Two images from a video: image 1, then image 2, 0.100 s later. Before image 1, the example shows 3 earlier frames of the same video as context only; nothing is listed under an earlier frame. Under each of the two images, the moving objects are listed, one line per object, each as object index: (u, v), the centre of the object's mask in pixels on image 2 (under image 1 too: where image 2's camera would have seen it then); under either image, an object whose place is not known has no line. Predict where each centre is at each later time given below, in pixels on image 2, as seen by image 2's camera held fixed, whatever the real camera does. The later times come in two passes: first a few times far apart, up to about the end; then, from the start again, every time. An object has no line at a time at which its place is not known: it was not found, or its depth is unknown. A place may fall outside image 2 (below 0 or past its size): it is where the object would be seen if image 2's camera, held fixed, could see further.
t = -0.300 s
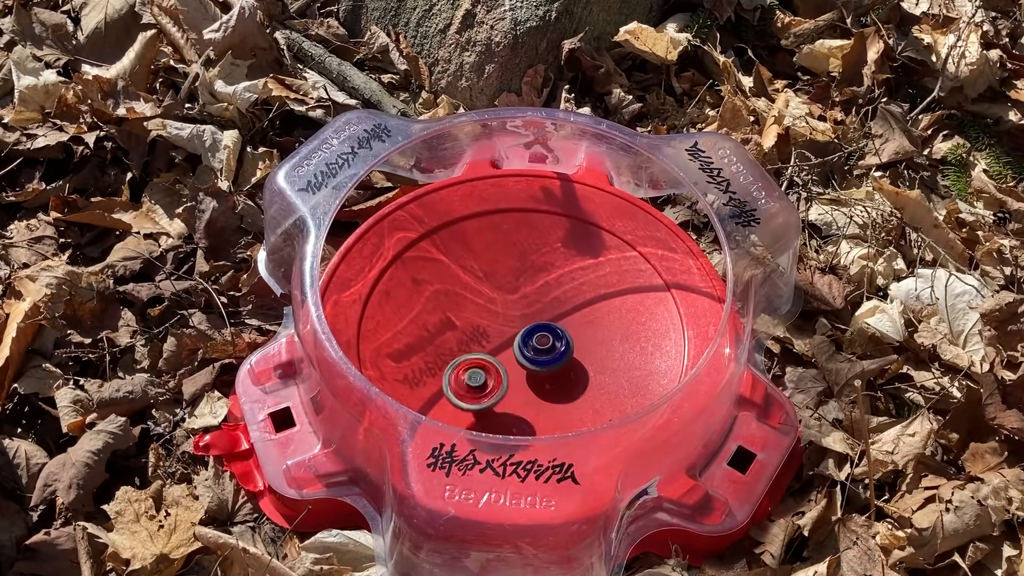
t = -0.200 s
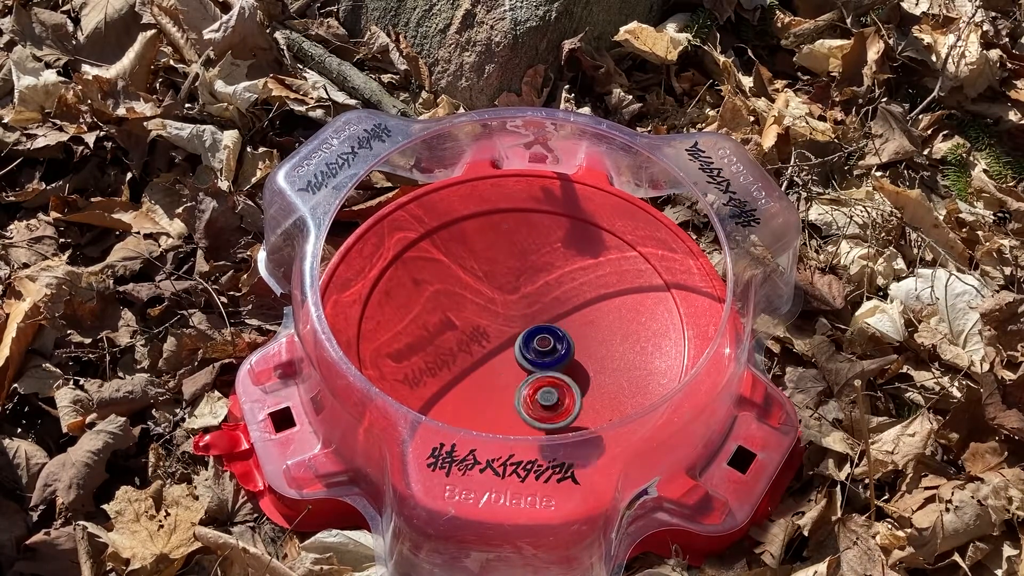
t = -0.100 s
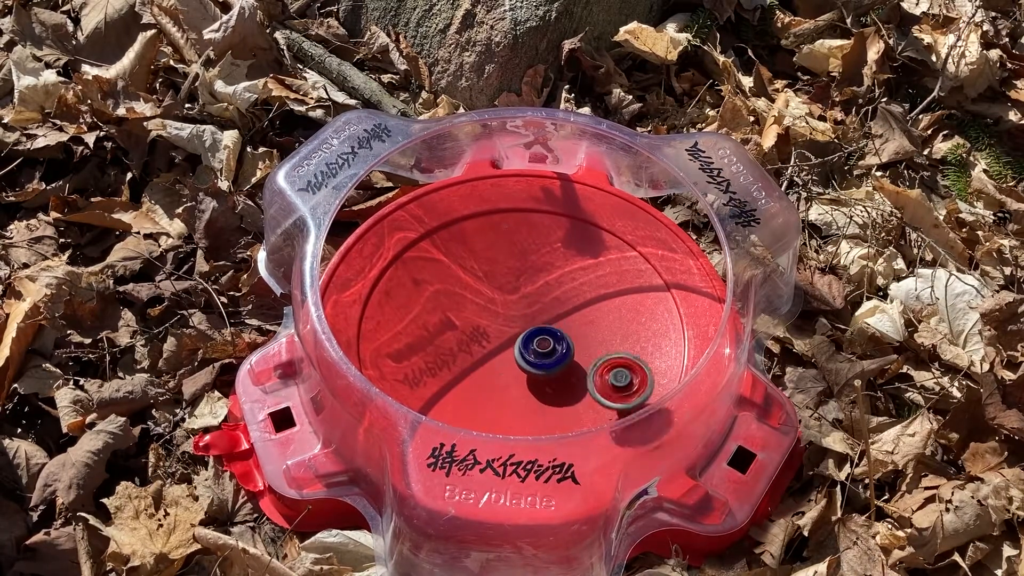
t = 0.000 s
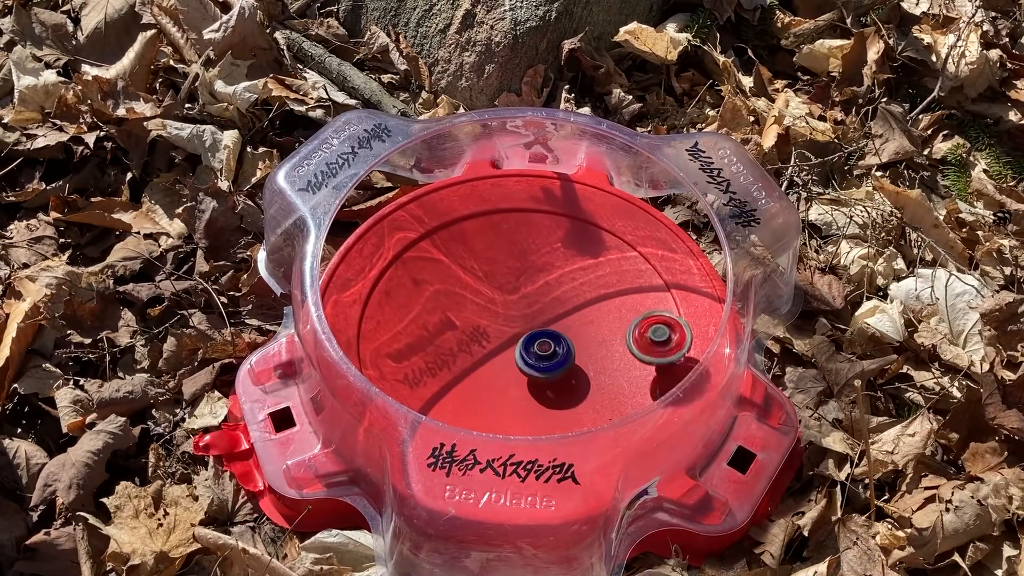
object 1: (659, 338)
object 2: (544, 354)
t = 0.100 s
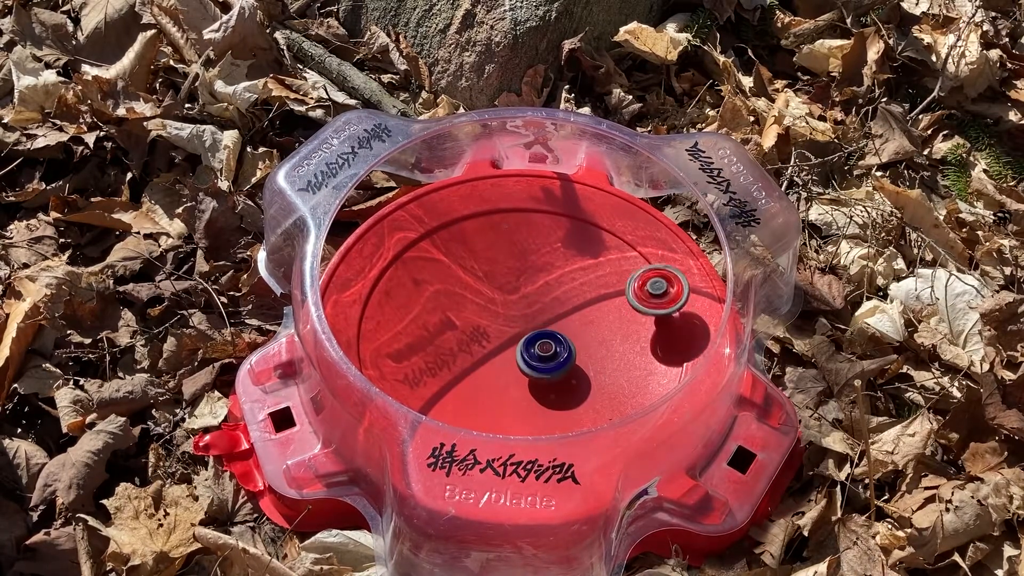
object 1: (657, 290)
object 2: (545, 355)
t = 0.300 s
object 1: (575, 242)
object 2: (545, 355)
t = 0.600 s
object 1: (444, 349)
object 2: (534, 353)
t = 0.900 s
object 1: (597, 424)
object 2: (522, 355)
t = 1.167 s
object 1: (627, 312)
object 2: (515, 358)
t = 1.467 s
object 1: (445, 293)
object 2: (512, 358)
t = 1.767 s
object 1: (464, 415)
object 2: (508, 353)
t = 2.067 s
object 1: (602, 352)
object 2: (506, 346)
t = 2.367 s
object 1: (481, 248)
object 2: (504, 341)
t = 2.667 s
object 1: (409, 341)
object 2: (504, 336)
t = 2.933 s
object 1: (542, 375)
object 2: (504, 332)
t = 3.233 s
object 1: (567, 259)
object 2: (509, 329)
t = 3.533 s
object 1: (466, 279)
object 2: (516, 325)
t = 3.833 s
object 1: (542, 368)
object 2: (520, 323)
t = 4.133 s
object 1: (602, 298)
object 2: (529, 322)
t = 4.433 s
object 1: (493, 296)
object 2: (535, 332)
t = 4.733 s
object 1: (531, 388)
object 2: (540, 334)
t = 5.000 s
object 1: (599, 332)
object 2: (542, 336)
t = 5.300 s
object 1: (491, 291)
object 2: (536, 347)
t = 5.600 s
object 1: (485, 382)
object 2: (541, 353)
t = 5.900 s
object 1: (590, 350)
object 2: (528, 342)
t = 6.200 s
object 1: (514, 285)
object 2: (512, 345)
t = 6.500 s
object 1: (467, 354)
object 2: (514, 347)
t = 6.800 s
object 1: (558, 369)
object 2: (510, 344)
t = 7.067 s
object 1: (548, 300)
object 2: (514, 341)
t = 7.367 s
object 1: (467, 314)
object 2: (514, 336)
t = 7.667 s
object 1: (507, 363)
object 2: (514, 324)
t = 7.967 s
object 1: (559, 318)
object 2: (509, 330)
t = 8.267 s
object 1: (519, 280)
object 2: (516, 337)
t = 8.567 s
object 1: (477, 312)
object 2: (540, 346)
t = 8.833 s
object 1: (502, 350)
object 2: (556, 342)
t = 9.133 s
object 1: (547, 352)
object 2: (562, 317)
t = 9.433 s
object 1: (561, 390)
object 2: (542, 317)
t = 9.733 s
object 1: (560, 367)
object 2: (521, 332)
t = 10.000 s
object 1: (556, 380)
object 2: (477, 318)
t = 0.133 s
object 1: (649, 277)
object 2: (545, 356)
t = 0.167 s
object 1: (638, 266)
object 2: (545, 356)
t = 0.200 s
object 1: (624, 257)
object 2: (545, 356)
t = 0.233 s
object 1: (610, 250)
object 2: (545, 355)
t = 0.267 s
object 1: (593, 245)
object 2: (545, 355)
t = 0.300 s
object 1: (575, 242)
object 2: (545, 355)
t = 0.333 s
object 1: (556, 242)
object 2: (544, 354)
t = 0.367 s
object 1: (535, 244)
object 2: (544, 354)
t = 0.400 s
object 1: (514, 250)
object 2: (543, 354)
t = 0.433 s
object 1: (494, 260)
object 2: (541, 354)
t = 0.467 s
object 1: (477, 274)
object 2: (540, 353)
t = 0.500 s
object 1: (462, 290)
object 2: (538, 353)
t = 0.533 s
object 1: (451, 309)
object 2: (537, 353)
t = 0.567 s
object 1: (445, 329)
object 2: (536, 353)
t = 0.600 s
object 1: (444, 349)
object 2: (534, 353)
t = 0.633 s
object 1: (448, 369)
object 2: (533, 353)
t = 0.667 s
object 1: (457, 386)
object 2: (532, 353)
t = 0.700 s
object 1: (471, 402)
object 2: (531, 354)
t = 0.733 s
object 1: (489, 412)
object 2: (529, 354)
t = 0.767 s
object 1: (508, 424)
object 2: (528, 354)
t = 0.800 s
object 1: (531, 430)
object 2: (527, 354)
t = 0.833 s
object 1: (554, 432)
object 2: (525, 354)
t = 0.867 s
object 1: (576, 430)
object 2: (524, 354)
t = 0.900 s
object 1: (597, 424)
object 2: (522, 355)
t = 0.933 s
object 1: (616, 415)
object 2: (521, 355)
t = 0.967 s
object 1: (631, 403)
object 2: (520, 356)
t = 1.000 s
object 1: (642, 388)
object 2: (519, 356)
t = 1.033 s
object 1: (647, 373)
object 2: (518, 357)
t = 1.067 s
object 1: (649, 357)
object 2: (517, 358)
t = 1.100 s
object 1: (646, 341)
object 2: (516, 357)
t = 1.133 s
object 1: (639, 326)
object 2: (516, 358)
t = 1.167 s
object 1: (627, 312)
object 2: (515, 358)
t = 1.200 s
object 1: (612, 299)
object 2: (515, 359)
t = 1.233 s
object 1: (593, 289)
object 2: (514, 359)
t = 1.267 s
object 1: (573, 280)
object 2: (514, 359)
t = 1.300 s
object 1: (551, 274)
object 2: (514, 359)
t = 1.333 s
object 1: (529, 270)
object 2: (514, 359)
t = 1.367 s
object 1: (506, 271)
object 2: (513, 359)
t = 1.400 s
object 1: (485, 275)
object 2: (513, 359)
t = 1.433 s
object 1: (464, 282)
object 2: (513, 359)
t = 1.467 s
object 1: (445, 293)
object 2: (512, 358)
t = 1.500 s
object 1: (429, 306)
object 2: (512, 358)
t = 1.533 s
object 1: (416, 320)
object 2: (512, 358)
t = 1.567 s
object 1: (408, 337)
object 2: (512, 358)
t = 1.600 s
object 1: (404, 354)
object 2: (511, 357)
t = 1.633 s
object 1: (406, 372)
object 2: (510, 356)
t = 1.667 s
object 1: (416, 386)
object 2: (510, 355)
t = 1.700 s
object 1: (429, 398)
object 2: (509, 354)
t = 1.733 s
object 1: (446, 408)
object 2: (509, 354)
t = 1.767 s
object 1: (464, 415)
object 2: (508, 353)
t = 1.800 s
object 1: (486, 420)
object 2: (508, 352)
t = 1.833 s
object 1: (506, 432)
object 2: (508, 351)
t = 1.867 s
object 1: (528, 430)
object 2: (508, 350)
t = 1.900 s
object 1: (548, 423)
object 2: (507, 349)
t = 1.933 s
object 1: (564, 412)
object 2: (507, 348)
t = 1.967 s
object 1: (581, 402)
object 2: (507, 348)
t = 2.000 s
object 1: (592, 387)
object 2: (506, 348)
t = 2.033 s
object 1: (599, 370)
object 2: (506, 347)
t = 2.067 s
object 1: (602, 352)
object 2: (506, 346)
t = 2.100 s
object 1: (600, 335)
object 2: (506, 346)
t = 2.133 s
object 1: (594, 317)
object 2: (505, 345)
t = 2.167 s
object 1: (584, 300)
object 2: (505, 345)
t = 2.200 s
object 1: (570, 285)
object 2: (504, 344)
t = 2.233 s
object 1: (554, 272)
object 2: (504, 344)
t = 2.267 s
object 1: (537, 261)
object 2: (504, 343)
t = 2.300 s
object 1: (518, 253)
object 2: (505, 342)
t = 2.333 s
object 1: (499, 249)
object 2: (505, 342)
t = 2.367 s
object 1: (481, 248)
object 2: (504, 341)
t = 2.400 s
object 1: (463, 250)
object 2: (503, 340)
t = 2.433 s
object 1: (447, 255)
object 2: (504, 340)
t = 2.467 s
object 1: (433, 262)
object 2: (504, 340)
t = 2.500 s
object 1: (420, 272)
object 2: (504, 340)
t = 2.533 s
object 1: (410, 283)
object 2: (504, 339)
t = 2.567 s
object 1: (404, 297)
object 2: (504, 338)
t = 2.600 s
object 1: (401, 311)
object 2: (505, 337)
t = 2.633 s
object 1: (403, 326)
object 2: (505, 337)
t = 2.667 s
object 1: (409, 341)
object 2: (504, 336)
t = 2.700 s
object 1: (418, 354)
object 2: (504, 335)
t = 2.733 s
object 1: (431, 365)
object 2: (504, 335)
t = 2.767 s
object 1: (448, 374)
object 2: (504, 334)
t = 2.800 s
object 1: (466, 381)
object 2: (504, 334)
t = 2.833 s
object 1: (485, 384)
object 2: (504, 333)
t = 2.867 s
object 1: (505, 384)
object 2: (504, 332)
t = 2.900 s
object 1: (524, 381)
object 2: (504, 332)
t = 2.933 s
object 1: (542, 375)
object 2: (504, 332)
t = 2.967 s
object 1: (559, 366)
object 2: (505, 332)
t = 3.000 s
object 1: (572, 355)
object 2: (505, 332)
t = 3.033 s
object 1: (582, 341)
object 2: (506, 332)
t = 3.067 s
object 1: (588, 327)
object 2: (506, 331)
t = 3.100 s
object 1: (591, 311)
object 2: (507, 331)
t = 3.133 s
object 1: (589, 296)
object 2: (508, 331)
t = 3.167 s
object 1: (583, 282)
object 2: (508, 330)
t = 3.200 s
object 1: (576, 269)
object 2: (508, 329)
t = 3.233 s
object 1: (567, 259)
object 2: (509, 329)
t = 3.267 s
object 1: (557, 250)
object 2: (510, 329)
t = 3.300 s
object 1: (545, 244)
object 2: (510, 329)
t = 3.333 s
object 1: (533, 241)
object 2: (511, 328)
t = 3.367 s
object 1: (520, 240)
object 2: (512, 327)
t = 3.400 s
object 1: (507, 243)
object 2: (513, 326)
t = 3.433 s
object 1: (494, 248)
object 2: (513, 326)
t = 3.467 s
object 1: (482, 256)
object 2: (514, 326)
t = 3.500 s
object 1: (473, 266)
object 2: (515, 325)
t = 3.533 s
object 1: (466, 279)
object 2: (516, 325)
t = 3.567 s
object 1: (462, 292)
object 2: (516, 324)
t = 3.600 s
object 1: (461, 307)
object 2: (516, 324)
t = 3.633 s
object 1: (465, 321)
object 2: (519, 324)
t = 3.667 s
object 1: (471, 334)
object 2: (520, 323)
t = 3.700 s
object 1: (481, 345)
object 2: (521, 321)
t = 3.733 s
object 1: (494, 355)
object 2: (520, 319)
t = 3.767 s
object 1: (509, 362)
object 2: (519, 320)
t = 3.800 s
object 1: (525, 367)
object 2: (519, 321)
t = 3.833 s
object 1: (542, 368)
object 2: (520, 323)
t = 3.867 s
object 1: (558, 367)
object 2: (522, 323)
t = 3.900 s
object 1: (574, 363)
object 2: (523, 323)
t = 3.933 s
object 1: (588, 356)
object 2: (524, 323)
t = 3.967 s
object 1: (599, 348)
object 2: (524, 323)
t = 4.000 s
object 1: (606, 338)
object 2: (525, 323)
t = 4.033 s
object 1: (610, 328)
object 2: (527, 322)
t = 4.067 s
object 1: (610, 318)
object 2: (528, 322)
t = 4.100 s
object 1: (608, 307)
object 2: (528, 322)
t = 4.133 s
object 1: (602, 298)
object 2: (529, 322)
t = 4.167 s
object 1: (592, 290)
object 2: (530, 322)
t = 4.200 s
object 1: (581, 283)
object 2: (531, 322)
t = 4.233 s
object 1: (568, 279)
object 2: (531, 322)
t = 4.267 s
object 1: (554, 277)
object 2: (531, 323)
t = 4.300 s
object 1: (540, 278)
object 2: (532, 324)
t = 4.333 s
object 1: (527, 279)
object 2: (533, 326)
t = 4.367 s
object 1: (514, 281)
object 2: (534, 329)
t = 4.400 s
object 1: (503, 287)
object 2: (534, 330)
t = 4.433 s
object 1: (493, 296)
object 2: (535, 332)
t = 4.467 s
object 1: (484, 307)
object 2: (536, 332)
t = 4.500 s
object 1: (479, 319)
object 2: (536, 332)
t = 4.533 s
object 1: (476, 331)
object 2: (537, 332)
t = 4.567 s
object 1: (477, 344)
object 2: (538, 333)
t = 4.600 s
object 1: (482, 357)
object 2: (538, 333)
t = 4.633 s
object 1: (490, 368)
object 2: (539, 333)
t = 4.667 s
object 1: (502, 377)
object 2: (540, 333)
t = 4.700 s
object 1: (516, 384)
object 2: (540, 334)
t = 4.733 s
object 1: (531, 388)
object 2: (540, 334)
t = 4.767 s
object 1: (546, 389)
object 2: (541, 334)
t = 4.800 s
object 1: (561, 387)
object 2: (542, 334)
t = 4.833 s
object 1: (574, 382)
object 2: (542, 334)
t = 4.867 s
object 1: (585, 376)
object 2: (542, 334)
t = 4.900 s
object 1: (594, 366)
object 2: (543, 335)
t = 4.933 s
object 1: (599, 355)
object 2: (543, 335)
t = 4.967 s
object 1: (601, 343)
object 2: (542, 335)
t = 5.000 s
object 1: (599, 332)
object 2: (542, 336)
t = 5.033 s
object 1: (593, 321)
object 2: (542, 337)
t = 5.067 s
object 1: (584, 311)
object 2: (542, 338)
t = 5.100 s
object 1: (576, 300)
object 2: (540, 339)
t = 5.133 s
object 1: (564, 292)
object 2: (536, 341)
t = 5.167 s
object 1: (550, 287)
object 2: (534, 343)
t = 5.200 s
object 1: (535, 283)
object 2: (534, 345)
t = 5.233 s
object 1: (520, 283)
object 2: (534, 346)
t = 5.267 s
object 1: (505, 286)
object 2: (535, 347)
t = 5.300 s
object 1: (491, 291)
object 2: (536, 347)
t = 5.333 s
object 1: (479, 299)
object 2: (536, 348)
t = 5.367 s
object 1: (469, 308)
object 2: (536, 348)
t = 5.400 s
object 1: (461, 319)
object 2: (536, 349)
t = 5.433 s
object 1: (458, 330)
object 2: (536, 350)
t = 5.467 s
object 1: (457, 341)
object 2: (538, 350)
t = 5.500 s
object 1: (459, 352)
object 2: (539, 352)
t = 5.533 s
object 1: (465, 364)
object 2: (539, 353)
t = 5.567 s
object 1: (473, 374)
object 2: (540, 353)
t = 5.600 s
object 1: (485, 382)
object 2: (541, 353)
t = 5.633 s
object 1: (498, 387)
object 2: (542, 352)
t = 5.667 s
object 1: (512, 389)
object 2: (542, 351)
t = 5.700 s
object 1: (528, 389)
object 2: (541, 349)
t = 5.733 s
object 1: (542, 386)
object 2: (540, 347)
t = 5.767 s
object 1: (554, 381)
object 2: (537, 346)
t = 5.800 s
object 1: (565, 374)
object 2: (533, 347)
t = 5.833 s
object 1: (577, 369)
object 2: (532, 345)
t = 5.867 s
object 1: (585, 361)
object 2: (530, 343)
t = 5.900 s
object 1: (590, 350)
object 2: (528, 342)
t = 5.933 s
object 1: (591, 339)
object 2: (526, 341)
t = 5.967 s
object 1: (589, 327)
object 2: (525, 342)
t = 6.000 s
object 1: (583, 316)
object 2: (523, 342)
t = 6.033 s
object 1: (575, 306)
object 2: (522, 343)
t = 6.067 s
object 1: (564, 298)
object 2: (520, 343)
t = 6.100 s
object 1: (552, 292)
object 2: (518, 343)
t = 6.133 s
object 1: (540, 287)
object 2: (515, 344)
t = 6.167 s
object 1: (527, 285)
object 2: (513, 344)
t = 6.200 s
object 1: (514, 285)
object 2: (512, 345)
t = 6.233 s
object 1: (502, 288)
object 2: (511, 346)
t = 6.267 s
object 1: (490, 293)
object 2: (511, 347)
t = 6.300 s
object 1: (480, 298)
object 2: (511, 347)
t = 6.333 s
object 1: (472, 306)
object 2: (511, 346)
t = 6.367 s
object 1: (465, 315)
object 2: (511, 346)
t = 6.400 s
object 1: (461, 324)
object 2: (510, 347)
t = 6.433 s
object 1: (460, 334)
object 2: (511, 348)
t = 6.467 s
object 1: (463, 345)
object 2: (512, 347)
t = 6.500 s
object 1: (467, 354)
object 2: (514, 347)
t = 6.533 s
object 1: (474, 362)
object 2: (514, 345)
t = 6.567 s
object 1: (480, 370)
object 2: (515, 343)
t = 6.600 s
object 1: (490, 376)
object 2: (515, 342)
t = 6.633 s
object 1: (501, 380)
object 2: (514, 341)
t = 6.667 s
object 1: (514, 382)
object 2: (513, 341)
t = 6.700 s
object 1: (527, 382)
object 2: (511, 342)
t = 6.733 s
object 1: (538, 380)
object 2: (509, 343)
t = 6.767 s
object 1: (549, 375)
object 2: (509, 343)
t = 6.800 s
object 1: (558, 369)
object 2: (510, 344)
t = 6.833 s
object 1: (566, 362)
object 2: (511, 344)
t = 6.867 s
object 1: (571, 353)
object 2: (511, 344)
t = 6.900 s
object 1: (574, 343)
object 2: (512, 344)
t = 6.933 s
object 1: (574, 333)
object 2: (512, 344)
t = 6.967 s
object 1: (570, 324)
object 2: (512, 343)
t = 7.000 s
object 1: (565, 315)
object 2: (513, 342)
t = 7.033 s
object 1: (557, 307)
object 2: (514, 341)
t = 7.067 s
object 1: (548, 300)
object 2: (514, 341)
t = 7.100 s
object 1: (538, 294)
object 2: (514, 340)
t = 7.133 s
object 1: (528, 291)
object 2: (515, 339)
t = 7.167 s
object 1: (518, 290)
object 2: (514, 339)
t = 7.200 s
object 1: (508, 290)
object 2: (513, 338)
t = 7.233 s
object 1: (497, 293)
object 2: (513, 338)
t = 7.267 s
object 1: (488, 297)
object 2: (514, 337)
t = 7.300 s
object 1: (481, 301)
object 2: (514, 337)
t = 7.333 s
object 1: (473, 307)
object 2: (515, 336)
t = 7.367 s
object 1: (467, 314)
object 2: (514, 336)
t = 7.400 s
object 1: (464, 321)
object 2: (515, 335)
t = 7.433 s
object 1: (463, 329)
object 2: (515, 335)
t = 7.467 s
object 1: (465, 336)
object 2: (516, 333)
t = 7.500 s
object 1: (469, 343)
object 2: (516, 332)
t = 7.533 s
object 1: (474, 349)
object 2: (517, 330)
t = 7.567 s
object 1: (481, 354)
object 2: (516, 328)
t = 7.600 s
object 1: (488, 358)
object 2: (515, 326)
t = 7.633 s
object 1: (497, 361)
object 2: (515, 324)
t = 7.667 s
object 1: (507, 363)
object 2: (514, 324)
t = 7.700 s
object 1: (517, 362)
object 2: (512, 323)
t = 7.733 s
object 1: (527, 361)
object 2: (510, 324)
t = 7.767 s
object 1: (536, 356)
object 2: (508, 325)
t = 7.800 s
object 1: (544, 351)
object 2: (507, 326)
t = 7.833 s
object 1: (550, 345)
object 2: (507, 327)
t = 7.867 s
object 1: (555, 338)
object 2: (507, 328)
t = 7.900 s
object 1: (557, 330)
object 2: (508, 329)
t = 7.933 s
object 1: (557, 324)
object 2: (508, 329)
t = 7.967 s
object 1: (559, 318)
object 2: (509, 330)
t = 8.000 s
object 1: (559, 312)
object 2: (510, 330)
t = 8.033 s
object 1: (556, 306)
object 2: (512, 331)
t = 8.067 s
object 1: (552, 299)
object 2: (514, 332)
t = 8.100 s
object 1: (547, 293)
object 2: (515, 332)
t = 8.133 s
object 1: (542, 289)
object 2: (515, 332)
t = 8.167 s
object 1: (536, 287)
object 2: (515, 332)
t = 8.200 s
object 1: (531, 286)
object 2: (516, 332)
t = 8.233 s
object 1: (525, 283)
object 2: (517, 333)
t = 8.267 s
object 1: (519, 280)
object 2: (516, 337)
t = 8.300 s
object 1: (513, 280)
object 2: (516, 339)
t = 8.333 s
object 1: (505, 281)
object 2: (516, 340)
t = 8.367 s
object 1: (498, 285)
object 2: (518, 340)
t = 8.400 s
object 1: (492, 290)
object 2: (518, 341)
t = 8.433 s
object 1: (489, 297)
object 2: (521, 340)
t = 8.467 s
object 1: (487, 303)
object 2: (523, 341)
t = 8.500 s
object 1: (487, 310)
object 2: (525, 341)
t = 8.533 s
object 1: (482, 311)
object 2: (531, 343)
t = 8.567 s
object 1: (477, 312)
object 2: (540, 346)
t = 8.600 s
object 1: (475, 315)
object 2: (544, 348)
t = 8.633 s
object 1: (475, 319)
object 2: (546, 348)
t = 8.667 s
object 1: (476, 325)
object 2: (548, 347)
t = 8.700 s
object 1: (479, 331)
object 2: (549, 346)
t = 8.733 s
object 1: (483, 337)
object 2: (551, 345)
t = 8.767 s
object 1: (488, 342)
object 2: (553, 344)
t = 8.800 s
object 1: (494, 346)
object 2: (554, 343)
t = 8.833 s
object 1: (502, 350)
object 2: (556, 342)
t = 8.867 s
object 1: (510, 352)
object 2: (560, 340)
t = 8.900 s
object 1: (518, 353)
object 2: (562, 338)
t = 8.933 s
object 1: (523, 354)
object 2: (564, 333)
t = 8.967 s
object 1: (526, 356)
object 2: (565, 330)
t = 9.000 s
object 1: (530, 356)
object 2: (565, 327)
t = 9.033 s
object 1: (535, 354)
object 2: (565, 324)
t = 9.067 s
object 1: (541, 353)
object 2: (565, 322)
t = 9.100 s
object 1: (545, 353)
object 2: (564, 319)
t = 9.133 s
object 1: (547, 352)
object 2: (562, 317)
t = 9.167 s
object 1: (547, 353)
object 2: (560, 316)
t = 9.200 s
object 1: (543, 362)
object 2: (559, 315)
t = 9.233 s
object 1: (541, 368)
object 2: (559, 312)
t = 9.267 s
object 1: (543, 373)
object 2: (558, 311)
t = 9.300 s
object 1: (546, 379)
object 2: (554, 312)
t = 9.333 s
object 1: (550, 384)
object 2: (550, 313)
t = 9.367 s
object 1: (554, 387)
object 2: (547, 314)
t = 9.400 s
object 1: (557, 389)
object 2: (545, 316)
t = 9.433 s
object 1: (561, 390)
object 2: (542, 317)
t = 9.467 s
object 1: (565, 392)
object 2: (538, 319)
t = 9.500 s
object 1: (569, 392)
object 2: (535, 320)
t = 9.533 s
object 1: (572, 390)
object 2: (533, 322)
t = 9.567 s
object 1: (574, 387)
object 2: (531, 324)
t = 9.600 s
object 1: (574, 384)
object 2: (529, 326)
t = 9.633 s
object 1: (573, 380)
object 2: (527, 327)
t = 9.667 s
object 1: (570, 375)
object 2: (525, 329)
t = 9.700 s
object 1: (565, 371)
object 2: (523, 331)
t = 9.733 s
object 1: (560, 367)
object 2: (521, 332)
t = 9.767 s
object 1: (553, 363)
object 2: (517, 333)
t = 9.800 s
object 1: (555, 371)
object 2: (510, 327)
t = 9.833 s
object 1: (556, 378)
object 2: (500, 318)
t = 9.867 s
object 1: (556, 381)
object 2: (493, 313)
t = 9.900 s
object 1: (556, 382)
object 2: (488, 312)
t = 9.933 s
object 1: (556, 382)
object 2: (484, 314)
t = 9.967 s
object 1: (556, 382)
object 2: (481, 315)
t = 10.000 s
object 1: (556, 380)
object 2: (477, 318)
